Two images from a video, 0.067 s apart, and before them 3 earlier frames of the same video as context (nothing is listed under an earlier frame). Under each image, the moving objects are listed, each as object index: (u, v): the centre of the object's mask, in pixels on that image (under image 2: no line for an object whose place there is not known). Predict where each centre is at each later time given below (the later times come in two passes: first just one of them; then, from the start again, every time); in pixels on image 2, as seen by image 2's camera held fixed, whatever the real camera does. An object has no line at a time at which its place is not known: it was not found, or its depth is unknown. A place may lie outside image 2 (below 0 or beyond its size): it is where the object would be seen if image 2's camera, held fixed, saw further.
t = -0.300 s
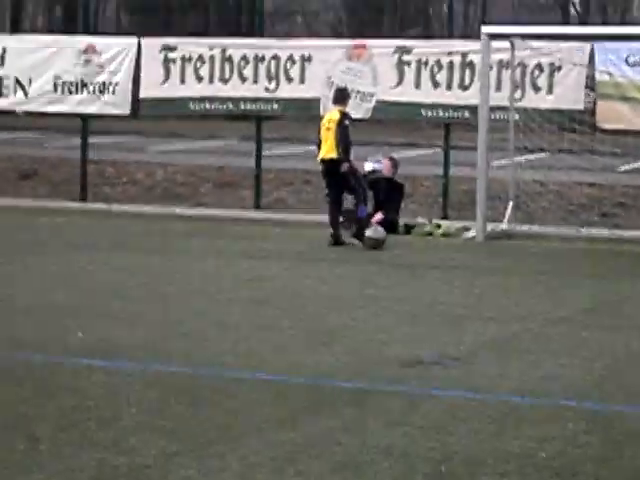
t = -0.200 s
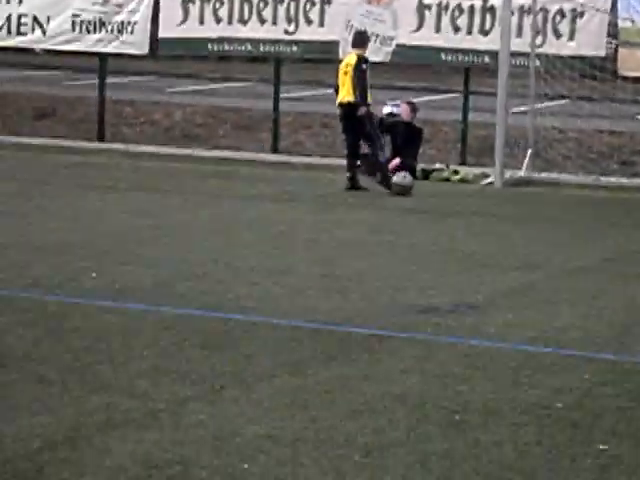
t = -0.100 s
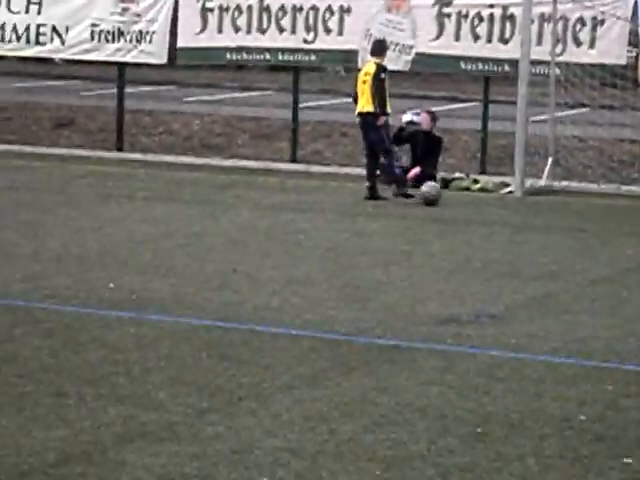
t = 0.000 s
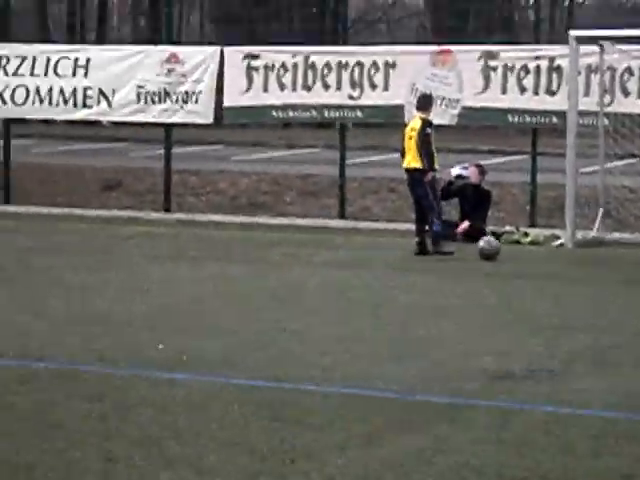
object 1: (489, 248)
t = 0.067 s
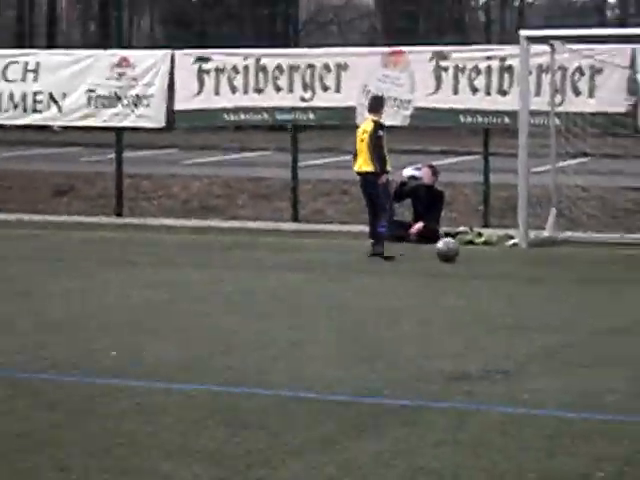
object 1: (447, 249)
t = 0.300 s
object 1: (465, 250)
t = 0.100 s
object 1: (450, 250)
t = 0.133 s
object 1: (451, 251)
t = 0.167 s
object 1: (454, 251)
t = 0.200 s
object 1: (457, 251)
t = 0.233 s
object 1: (459, 252)
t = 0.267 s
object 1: (461, 251)
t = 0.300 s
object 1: (465, 250)
